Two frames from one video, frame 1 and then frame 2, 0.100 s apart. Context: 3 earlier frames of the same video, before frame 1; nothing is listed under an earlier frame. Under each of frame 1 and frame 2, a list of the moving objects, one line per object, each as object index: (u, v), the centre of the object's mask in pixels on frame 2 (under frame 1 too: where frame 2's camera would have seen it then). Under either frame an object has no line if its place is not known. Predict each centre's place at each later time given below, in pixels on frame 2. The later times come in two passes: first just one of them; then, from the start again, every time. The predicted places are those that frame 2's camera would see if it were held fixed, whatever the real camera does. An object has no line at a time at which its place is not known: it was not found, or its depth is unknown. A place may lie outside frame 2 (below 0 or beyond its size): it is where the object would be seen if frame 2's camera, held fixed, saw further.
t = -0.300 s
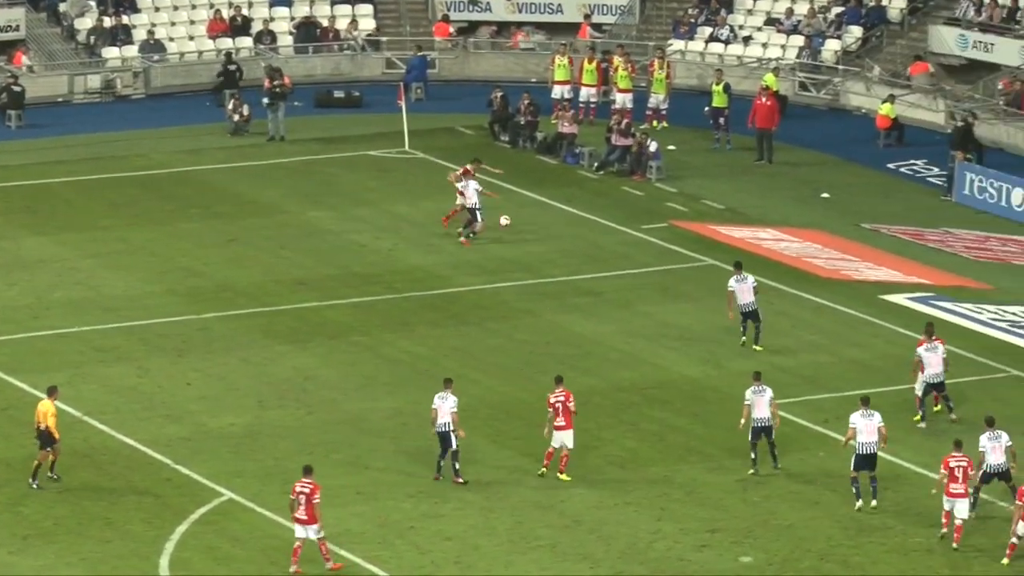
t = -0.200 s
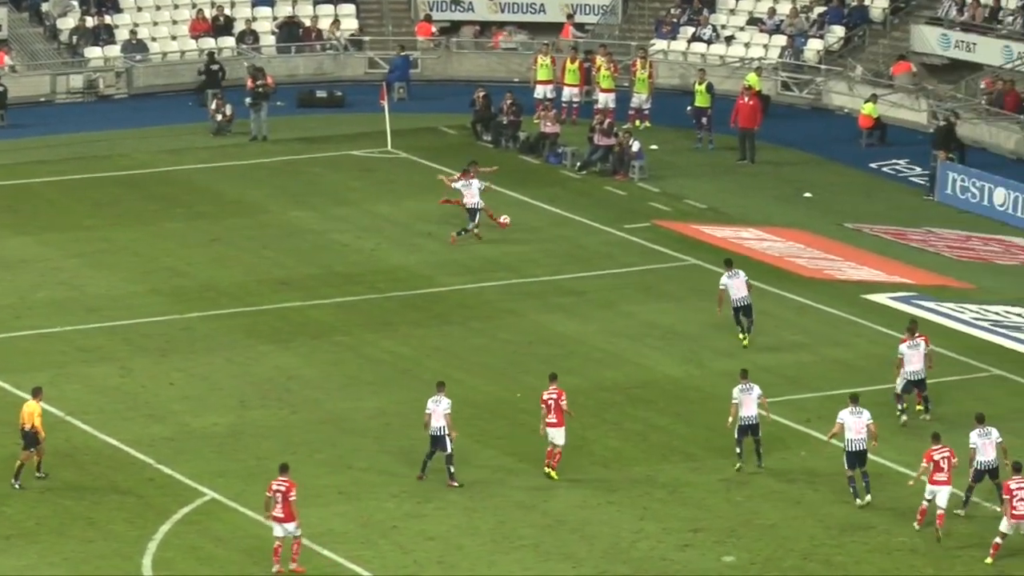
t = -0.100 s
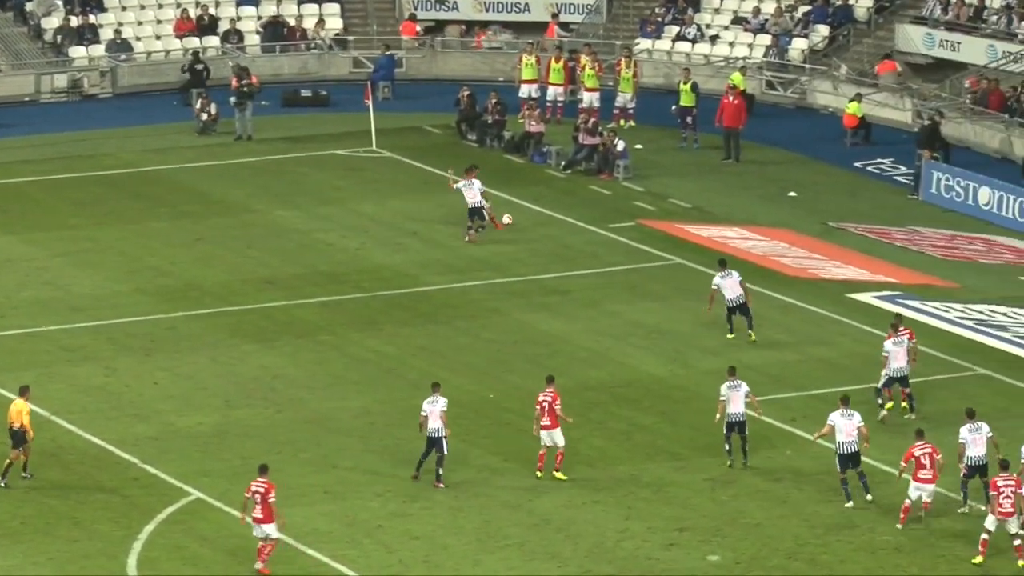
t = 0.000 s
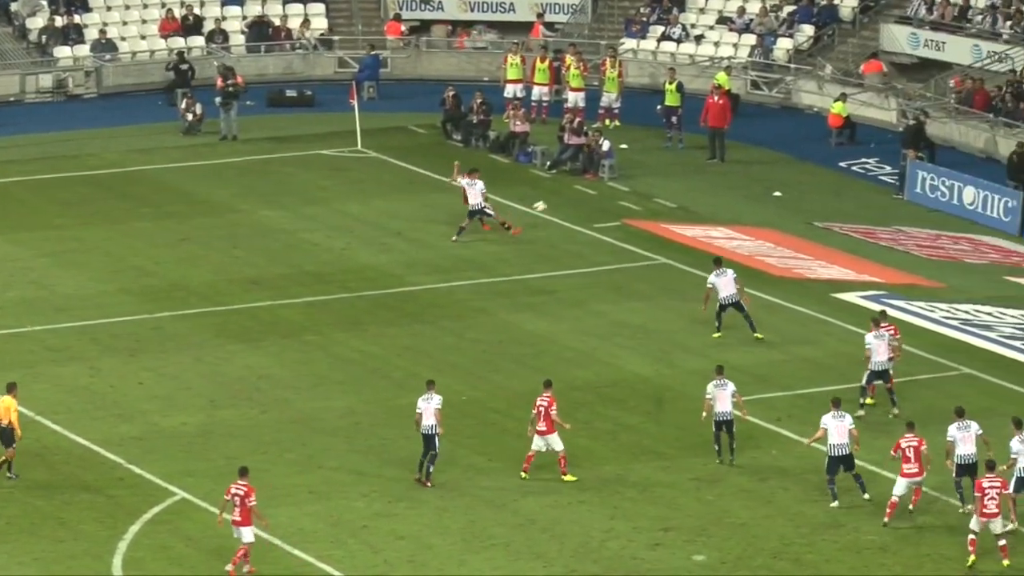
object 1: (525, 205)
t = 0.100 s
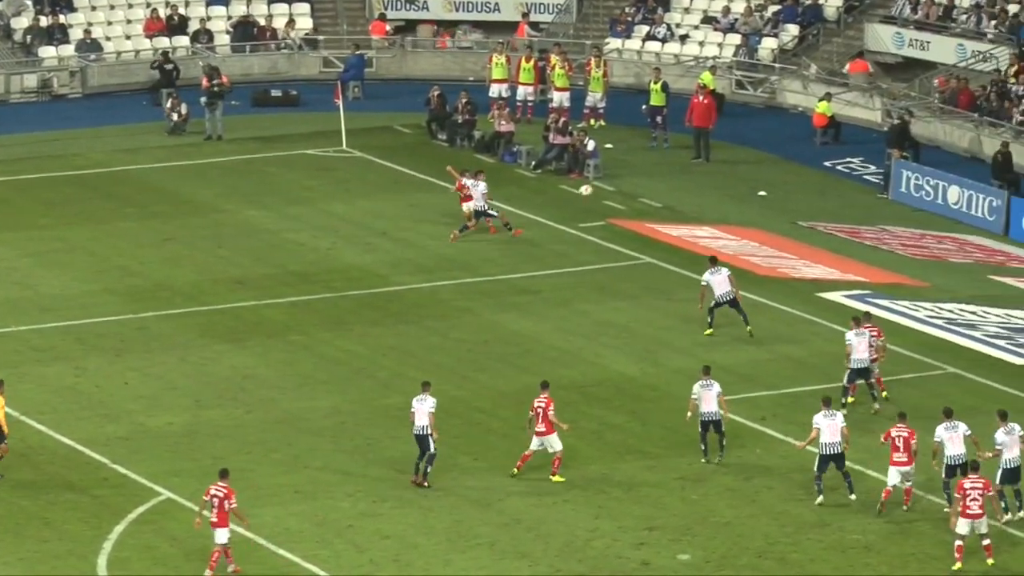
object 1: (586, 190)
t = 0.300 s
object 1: (700, 167)
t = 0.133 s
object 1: (605, 185)
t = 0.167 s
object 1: (625, 182)
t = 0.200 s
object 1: (644, 177)
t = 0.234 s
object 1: (663, 174)
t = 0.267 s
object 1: (681, 170)
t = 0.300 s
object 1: (700, 167)
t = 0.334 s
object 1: (717, 165)
